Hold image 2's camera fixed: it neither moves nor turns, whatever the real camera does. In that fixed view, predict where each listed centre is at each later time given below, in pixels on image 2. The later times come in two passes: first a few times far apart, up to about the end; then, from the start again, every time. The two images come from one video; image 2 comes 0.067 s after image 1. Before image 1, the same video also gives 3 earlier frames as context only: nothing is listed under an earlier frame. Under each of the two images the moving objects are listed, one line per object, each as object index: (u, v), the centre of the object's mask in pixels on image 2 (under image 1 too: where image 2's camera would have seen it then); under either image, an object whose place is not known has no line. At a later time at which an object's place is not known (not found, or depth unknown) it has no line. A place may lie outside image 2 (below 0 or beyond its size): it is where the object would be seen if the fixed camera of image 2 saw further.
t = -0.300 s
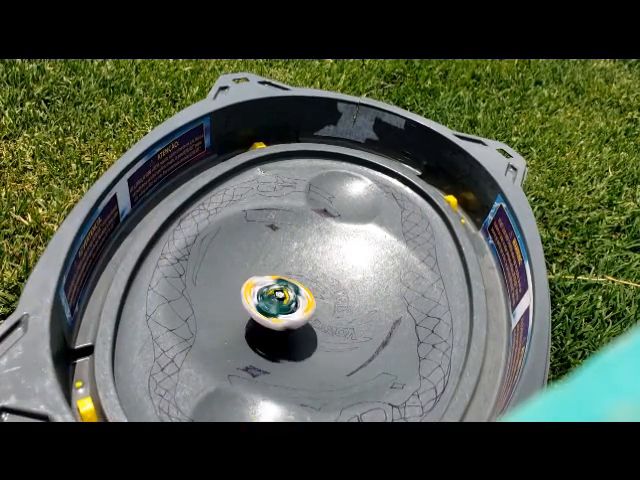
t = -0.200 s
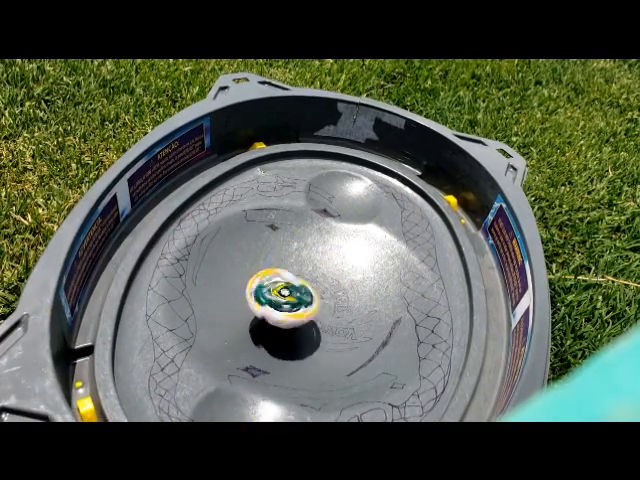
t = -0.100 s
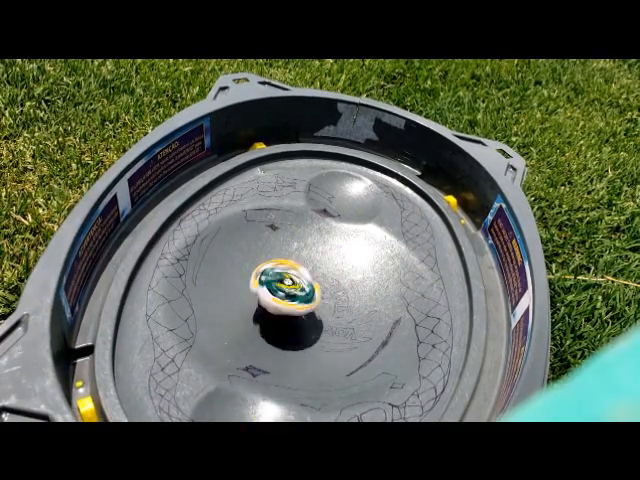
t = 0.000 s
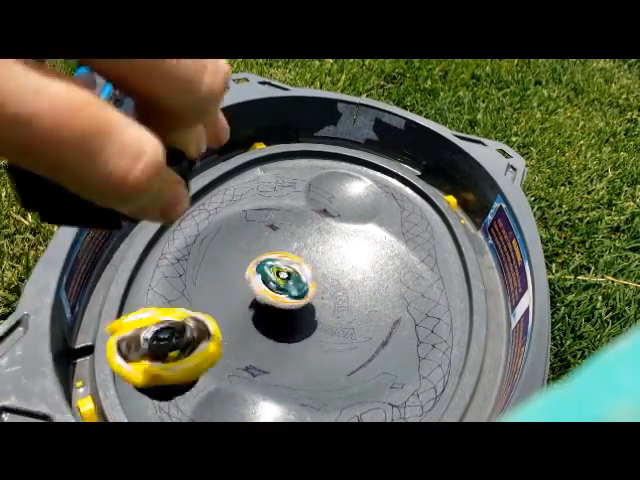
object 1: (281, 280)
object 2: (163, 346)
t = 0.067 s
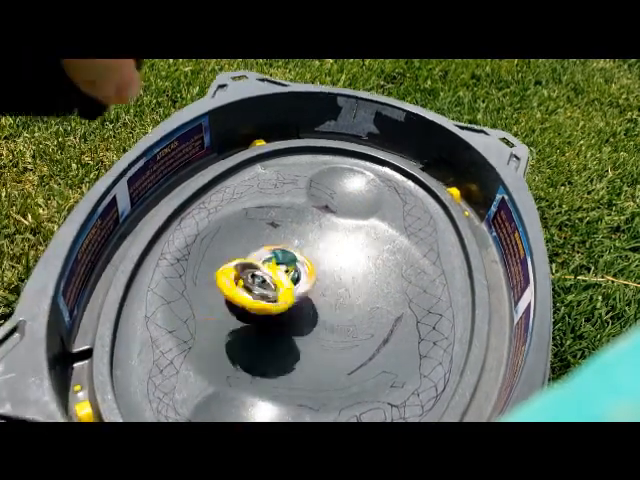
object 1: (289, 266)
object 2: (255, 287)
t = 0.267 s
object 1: (371, 145)
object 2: (198, 277)
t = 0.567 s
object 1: (391, 186)
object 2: (329, 255)
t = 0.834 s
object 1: (442, 212)
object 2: (269, 209)
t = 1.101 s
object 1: (462, 275)
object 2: (362, 318)
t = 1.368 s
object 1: (452, 272)
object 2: (310, 324)
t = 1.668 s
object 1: (300, 279)
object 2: (320, 344)
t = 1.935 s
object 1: (216, 310)
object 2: (301, 302)
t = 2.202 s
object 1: (305, 334)
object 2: (249, 282)
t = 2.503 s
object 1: (344, 243)
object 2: (281, 290)
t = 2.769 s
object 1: (304, 224)
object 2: (312, 293)
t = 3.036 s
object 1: (308, 280)
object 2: (373, 313)
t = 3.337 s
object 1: (330, 310)
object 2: (414, 297)
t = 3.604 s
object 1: (272, 324)
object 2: (368, 291)
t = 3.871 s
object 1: (162, 328)
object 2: (359, 286)
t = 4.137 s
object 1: (148, 315)
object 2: (311, 291)
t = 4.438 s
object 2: (295, 334)
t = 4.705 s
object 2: (318, 312)
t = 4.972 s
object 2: (289, 271)
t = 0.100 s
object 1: (310, 244)
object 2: (245, 260)
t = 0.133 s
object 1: (337, 217)
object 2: (228, 247)
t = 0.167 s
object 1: (353, 191)
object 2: (212, 246)
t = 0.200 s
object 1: (369, 179)
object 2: (194, 257)
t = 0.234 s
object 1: (374, 157)
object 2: (190, 268)
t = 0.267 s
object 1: (371, 145)
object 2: (198, 277)
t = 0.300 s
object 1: (362, 142)
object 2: (208, 284)
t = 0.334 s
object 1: (351, 150)
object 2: (225, 292)
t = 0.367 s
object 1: (340, 166)
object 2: (241, 295)
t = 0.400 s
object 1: (337, 175)
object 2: (257, 298)
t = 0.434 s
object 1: (340, 181)
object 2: (276, 295)
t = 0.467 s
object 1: (351, 188)
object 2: (291, 289)
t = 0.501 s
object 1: (365, 190)
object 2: (308, 281)
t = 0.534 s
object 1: (380, 190)
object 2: (319, 268)
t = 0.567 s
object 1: (391, 186)
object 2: (329, 255)
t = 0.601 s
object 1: (403, 186)
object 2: (332, 239)
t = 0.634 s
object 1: (418, 186)
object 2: (332, 227)
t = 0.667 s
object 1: (430, 188)
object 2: (328, 214)
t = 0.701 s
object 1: (430, 193)
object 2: (318, 206)
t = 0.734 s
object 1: (436, 197)
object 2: (308, 198)
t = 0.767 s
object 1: (439, 201)
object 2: (294, 197)
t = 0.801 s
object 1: (440, 205)
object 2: (281, 200)
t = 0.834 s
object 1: (442, 212)
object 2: (269, 209)
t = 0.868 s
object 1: (448, 217)
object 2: (263, 222)
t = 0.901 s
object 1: (451, 223)
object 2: (259, 238)
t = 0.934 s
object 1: (451, 231)
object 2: (264, 256)
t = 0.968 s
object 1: (454, 237)
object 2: (271, 274)
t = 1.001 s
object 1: (458, 246)
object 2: (290, 291)
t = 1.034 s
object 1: (459, 254)
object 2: (309, 305)
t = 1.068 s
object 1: (459, 264)
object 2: (337, 314)
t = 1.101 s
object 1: (462, 275)
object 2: (362, 318)
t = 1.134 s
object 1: (462, 286)
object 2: (391, 314)
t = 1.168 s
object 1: (481, 283)
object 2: (387, 313)
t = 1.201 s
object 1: (501, 273)
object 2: (368, 312)
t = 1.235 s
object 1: (503, 266)
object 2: (351, 312)
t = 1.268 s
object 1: (498, 265)
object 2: (336, 313)
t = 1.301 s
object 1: (483, 271)
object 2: (327, 314)
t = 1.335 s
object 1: (465, 271)
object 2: (317, 318)
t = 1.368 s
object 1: (452, 272)
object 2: (310, 324)
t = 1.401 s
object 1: (444, 272)
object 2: (304, 328)
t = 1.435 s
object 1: (430, 271)
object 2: (300, 334)
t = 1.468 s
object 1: (415, 269)
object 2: (300, 341)
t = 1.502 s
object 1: (396, 268)
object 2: (299, 344)
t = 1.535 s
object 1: (376, 266)
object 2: (304, 349)
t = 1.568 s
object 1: (357, 266)
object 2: (310, 350)
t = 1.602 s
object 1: (336, 270)
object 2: (311, 350)
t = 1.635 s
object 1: (316, 273)
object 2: (318, 348)
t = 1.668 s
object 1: (300, 279)
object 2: (320, 344)
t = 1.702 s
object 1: (286, 287)
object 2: (324, 341)
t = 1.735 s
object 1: (271, 289)
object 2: (325, 335)
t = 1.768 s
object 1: (255, 287)
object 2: (329, 334)
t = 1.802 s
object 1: (246, 290)
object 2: (326, 328)
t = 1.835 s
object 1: (234, 295)
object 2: (324, 322)
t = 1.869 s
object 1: (224, 299)
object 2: (316, 315)
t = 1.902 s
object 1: (218, 304)
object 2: (309, 307)
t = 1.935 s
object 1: (216, 310)
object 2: (301, 302)
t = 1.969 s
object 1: (218, 318)
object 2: (292, 296)
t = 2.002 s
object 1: (224, 324)
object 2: (284, 293)
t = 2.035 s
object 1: (235, 330)
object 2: (274, 289)
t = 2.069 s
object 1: (250, 334)
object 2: (268, 286)
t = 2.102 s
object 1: (265, 338)
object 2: (261, 284)
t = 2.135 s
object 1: (279, 341)
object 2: (256, 281)
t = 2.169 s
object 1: (293, 340)
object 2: (253, 282)
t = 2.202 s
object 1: (305, 334)
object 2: (249, 282)
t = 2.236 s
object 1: (316, 326)
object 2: (249, 282)
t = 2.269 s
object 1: (324, 316)
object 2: (254, 285)
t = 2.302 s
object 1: (332, 306)
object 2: (255, 287)
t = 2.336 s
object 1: (338, 296)
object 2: (259, 288)
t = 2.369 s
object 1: (341, 285)
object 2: (265, 291)
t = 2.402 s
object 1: (342, 276)
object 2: (272, 293)
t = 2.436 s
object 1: (341, 266)
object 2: (278, 291)
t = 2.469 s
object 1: (343, 256)
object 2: (283, 290)
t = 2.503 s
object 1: (344, 243)
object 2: (281, 290)
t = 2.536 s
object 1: (344, 231)
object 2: (281, 290)
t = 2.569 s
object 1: (342, 223)
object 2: (284, 291)
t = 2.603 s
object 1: (338, 216)
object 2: (288, 291)
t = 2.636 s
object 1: (332, 212)
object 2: (293, 293)
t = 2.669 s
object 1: (324, 210)
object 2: (297, 295)
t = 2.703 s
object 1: (317, 211)
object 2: (301, 295)
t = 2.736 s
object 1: (310, 216)
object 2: (306, 294)
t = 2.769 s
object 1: (304, 224)
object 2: (312, 293)
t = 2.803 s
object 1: (300, 234)
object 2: (318, 291)
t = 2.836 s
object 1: (298, 238)
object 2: (326, 298)
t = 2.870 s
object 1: (296, 242)
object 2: (334, 305)
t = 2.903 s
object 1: (295, 248)
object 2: (342, 310)
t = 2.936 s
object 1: (296, 255)
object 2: (351, 312)
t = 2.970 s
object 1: (299, 263)
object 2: (359, 313)
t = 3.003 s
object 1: (303, 273)
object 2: (366, 312)
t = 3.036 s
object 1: (308, 280)
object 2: (373, 313)
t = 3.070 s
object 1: (311, 286)
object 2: (386, 314)
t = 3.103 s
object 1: (315, 293)
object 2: (396, 313)
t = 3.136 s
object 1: (322, 299)
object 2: (404, 311)
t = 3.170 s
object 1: (330, 304)
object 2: (409, 308)
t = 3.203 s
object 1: (331, 306)
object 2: (416, 306)
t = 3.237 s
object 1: (333, 307)
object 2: (420, 303)
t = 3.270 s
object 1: (334, 308)
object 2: (419, 300)
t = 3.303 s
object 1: (335, 310)
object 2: (415, 297)
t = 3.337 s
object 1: (330, 310)
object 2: (414, 297)
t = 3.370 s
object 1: (316, 310)
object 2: (419, 294)
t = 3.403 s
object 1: (307, 310)
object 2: (423, 290)
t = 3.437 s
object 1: (297, 311)
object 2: (421, 286)
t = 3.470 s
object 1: (289, 314)
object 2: (415, 284)
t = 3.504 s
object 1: (282, 317)
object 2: (406, 284)
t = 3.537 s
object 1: (278, 320)
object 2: (395, 286)
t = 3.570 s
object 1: (274, 321)
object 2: (383, 288)
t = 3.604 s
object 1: (272, 324)
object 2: (368, 291)
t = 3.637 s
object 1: (273, 327)
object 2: (353, 296)
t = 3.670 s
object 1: (276, 328)
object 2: (338, 302)
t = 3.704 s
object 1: (257, 327)
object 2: (343, 303)
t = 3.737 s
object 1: (238, 329)
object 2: (353, 300)
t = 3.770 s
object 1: (220, 328)
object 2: (357, 296)
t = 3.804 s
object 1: (205, 330)
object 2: (358, 293)
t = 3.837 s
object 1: (181, 330)
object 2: (362, 290)
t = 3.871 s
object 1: (162, 328)
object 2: (359, 286)
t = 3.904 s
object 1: (136, 322)
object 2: (357, 285)
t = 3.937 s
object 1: (131, 314)
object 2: (352, 283)
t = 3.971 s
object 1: (138, 317)
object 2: (349, 284)
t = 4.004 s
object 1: (146, 316)
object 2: (342, 281)
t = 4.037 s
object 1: (151, 316)
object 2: (334, 284)
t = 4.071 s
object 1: (152, 318)
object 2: (326, 285)
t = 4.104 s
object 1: (148, 317)
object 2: (320, 289)
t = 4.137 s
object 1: (148, 315)
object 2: (311, 291)
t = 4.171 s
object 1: (148, 316)
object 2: (305, 297)
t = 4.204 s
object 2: (298, 301)
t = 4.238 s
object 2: (295, 307)
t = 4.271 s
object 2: (290, 311)
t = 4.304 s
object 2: (288, 317)
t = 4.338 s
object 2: (286, 322)
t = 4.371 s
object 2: (289, 328)
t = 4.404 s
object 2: (290, 331)
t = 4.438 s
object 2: (295, 334)
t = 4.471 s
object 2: (297, 336)
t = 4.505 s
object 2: (305, 337)
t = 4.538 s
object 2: (308, 336)
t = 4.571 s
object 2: (312, 333)
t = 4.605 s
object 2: (315, 331)
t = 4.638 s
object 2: (319, 325)
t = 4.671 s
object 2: (320, 319)
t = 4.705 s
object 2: (318, 312)
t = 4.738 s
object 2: (319, 308)
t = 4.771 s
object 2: (316, 299)
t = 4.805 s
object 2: (313, 293)
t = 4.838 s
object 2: (308, 288)
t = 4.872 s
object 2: (305, 282)
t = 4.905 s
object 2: (298, 277)
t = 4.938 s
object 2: (293, 272)
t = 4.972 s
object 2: (289, 271)
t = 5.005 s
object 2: (283, 268)
